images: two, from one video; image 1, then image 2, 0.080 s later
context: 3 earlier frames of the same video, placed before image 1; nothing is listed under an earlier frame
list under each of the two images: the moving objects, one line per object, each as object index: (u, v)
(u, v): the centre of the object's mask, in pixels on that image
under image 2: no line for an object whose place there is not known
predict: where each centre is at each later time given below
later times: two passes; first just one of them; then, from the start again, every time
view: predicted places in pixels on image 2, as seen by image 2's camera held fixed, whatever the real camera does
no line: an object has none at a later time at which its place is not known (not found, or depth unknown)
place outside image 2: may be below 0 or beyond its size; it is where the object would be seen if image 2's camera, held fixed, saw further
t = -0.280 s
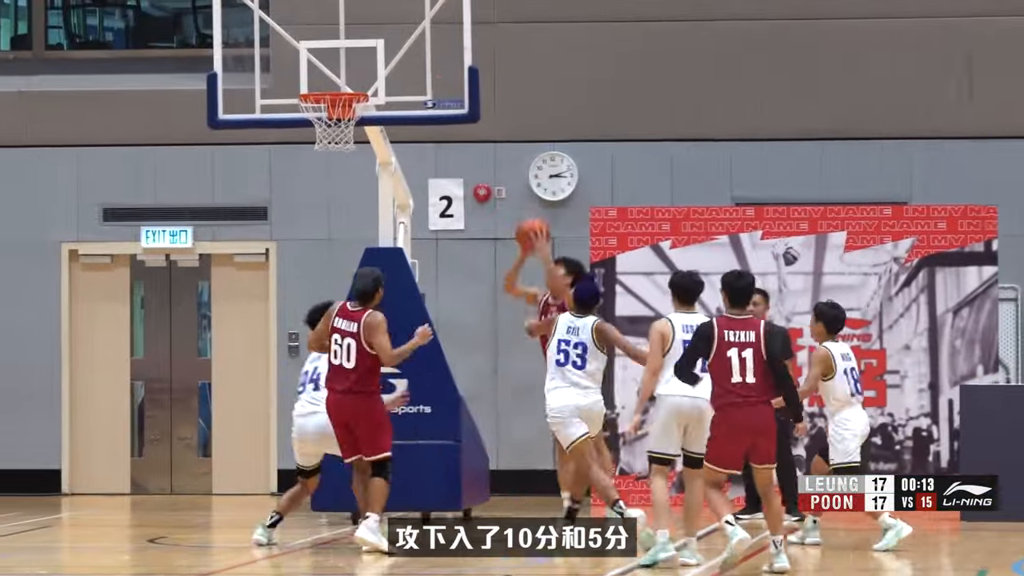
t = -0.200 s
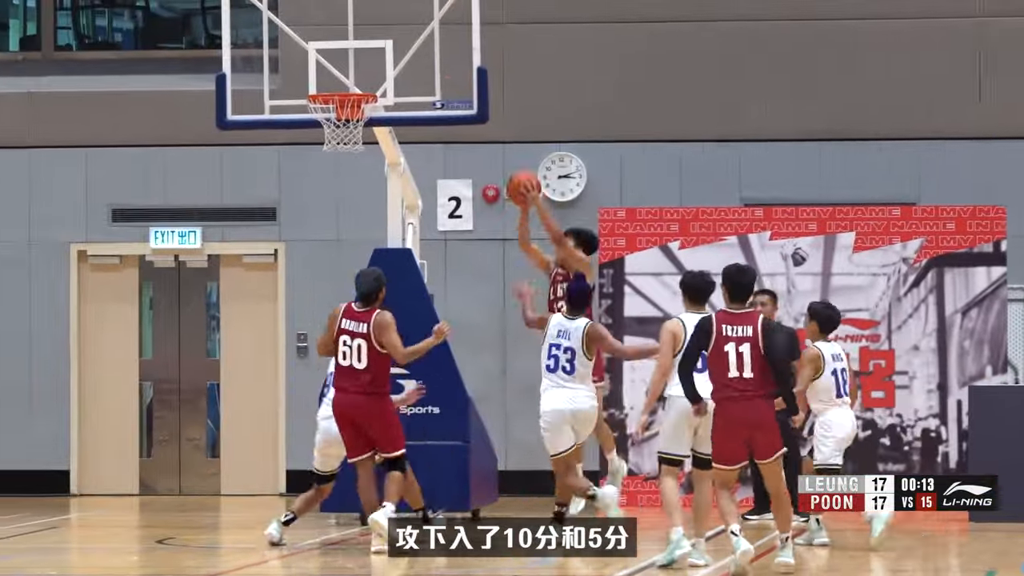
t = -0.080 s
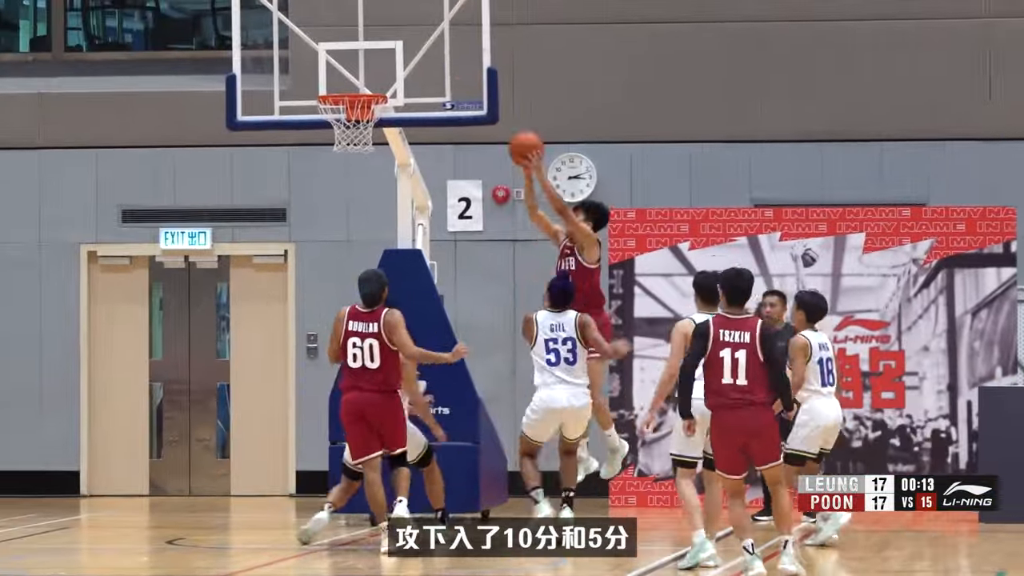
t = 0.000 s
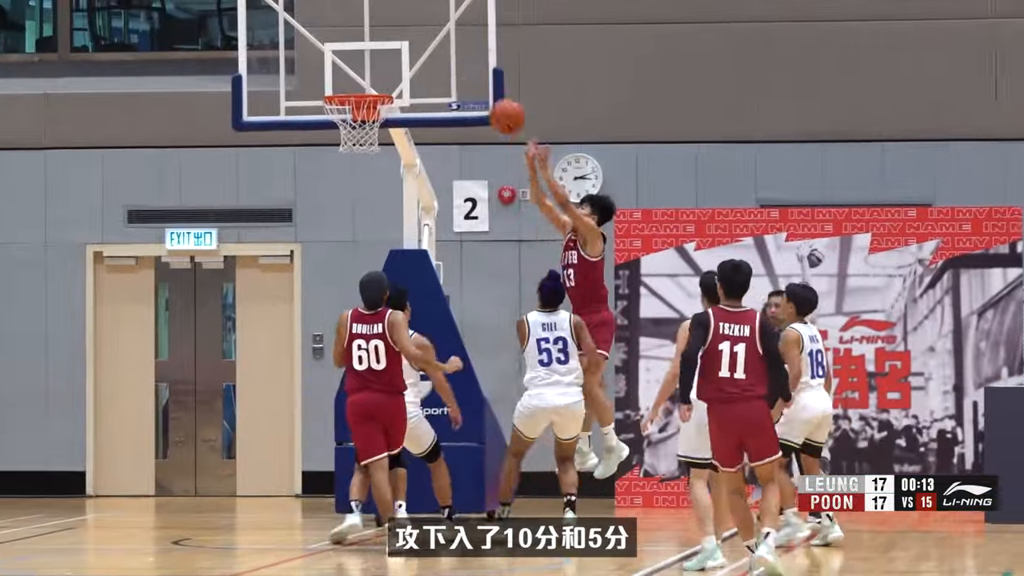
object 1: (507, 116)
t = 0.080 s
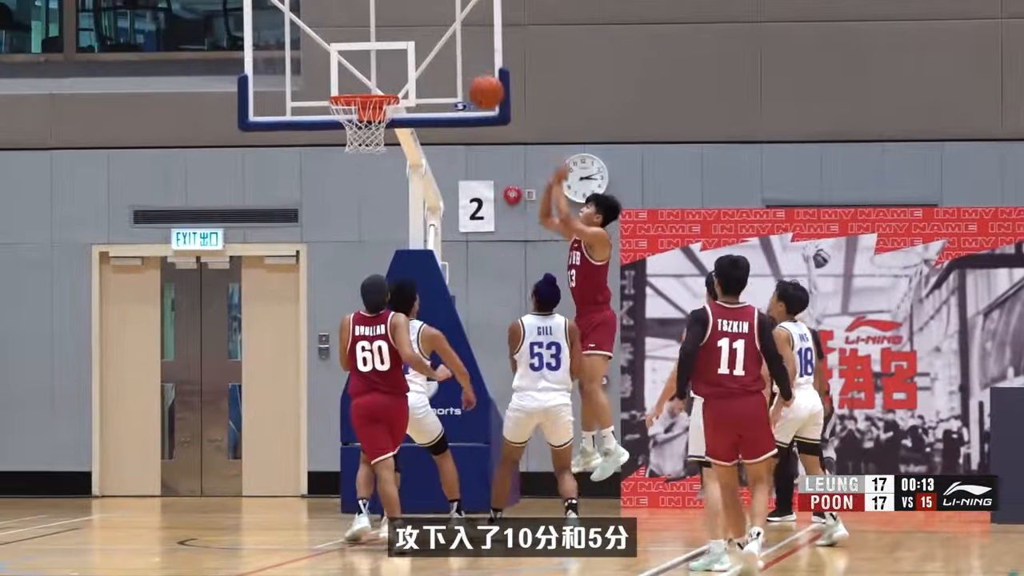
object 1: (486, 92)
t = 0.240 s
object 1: (430, 69)
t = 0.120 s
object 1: (473, 83)
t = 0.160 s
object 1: (458, 76)
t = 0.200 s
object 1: (444, 71)
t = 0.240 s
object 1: (430, 69)
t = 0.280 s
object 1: (416, 69)
